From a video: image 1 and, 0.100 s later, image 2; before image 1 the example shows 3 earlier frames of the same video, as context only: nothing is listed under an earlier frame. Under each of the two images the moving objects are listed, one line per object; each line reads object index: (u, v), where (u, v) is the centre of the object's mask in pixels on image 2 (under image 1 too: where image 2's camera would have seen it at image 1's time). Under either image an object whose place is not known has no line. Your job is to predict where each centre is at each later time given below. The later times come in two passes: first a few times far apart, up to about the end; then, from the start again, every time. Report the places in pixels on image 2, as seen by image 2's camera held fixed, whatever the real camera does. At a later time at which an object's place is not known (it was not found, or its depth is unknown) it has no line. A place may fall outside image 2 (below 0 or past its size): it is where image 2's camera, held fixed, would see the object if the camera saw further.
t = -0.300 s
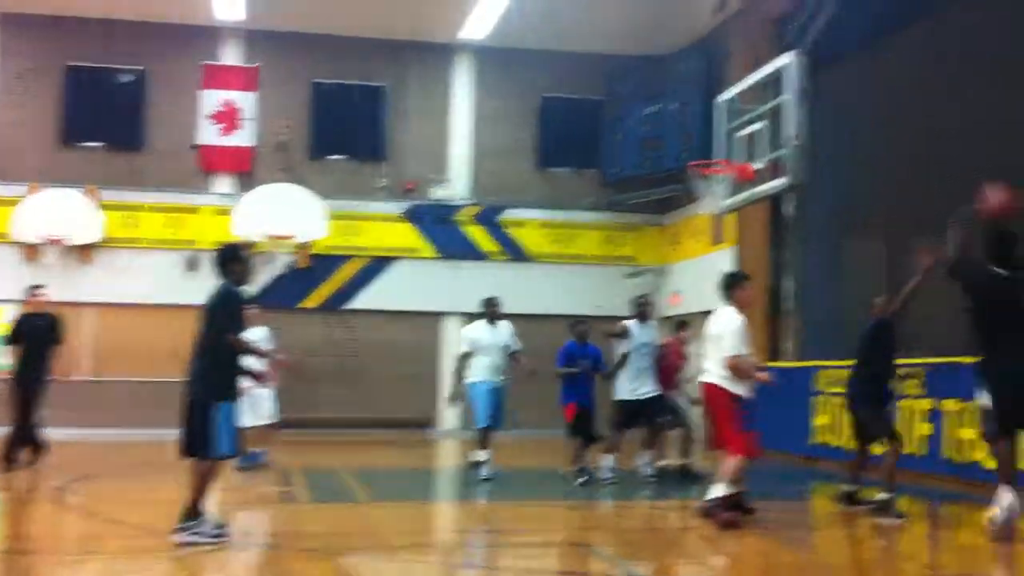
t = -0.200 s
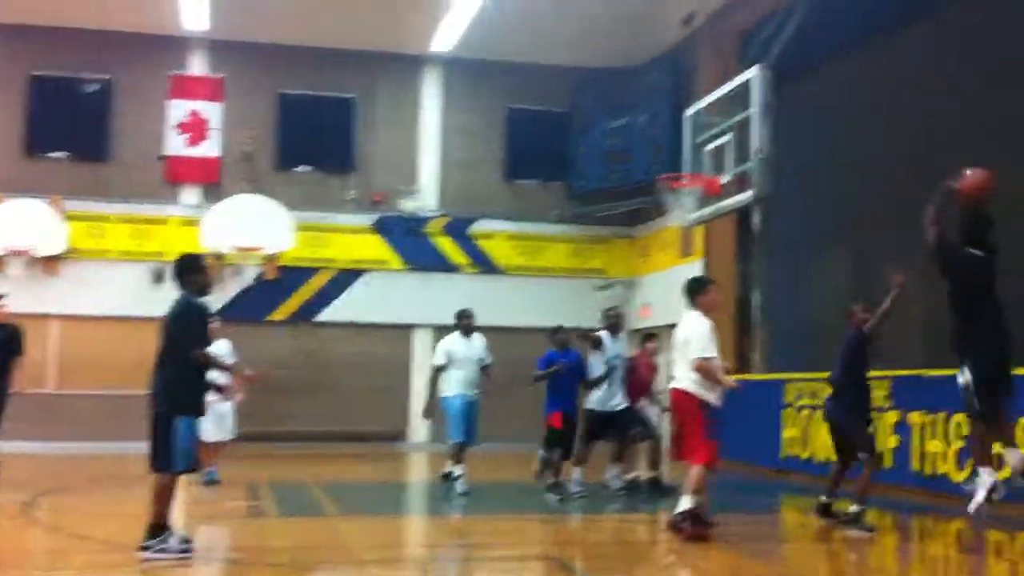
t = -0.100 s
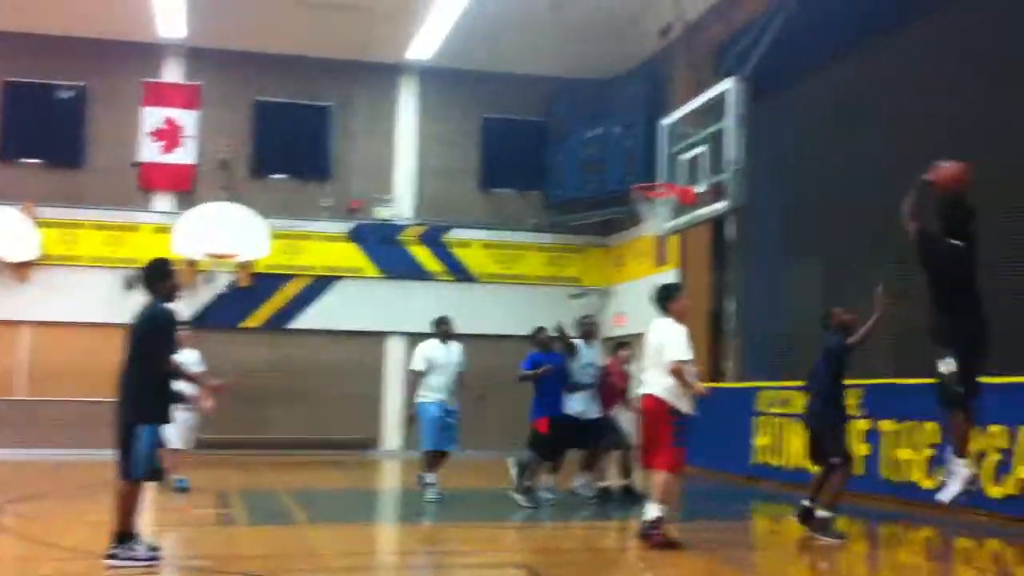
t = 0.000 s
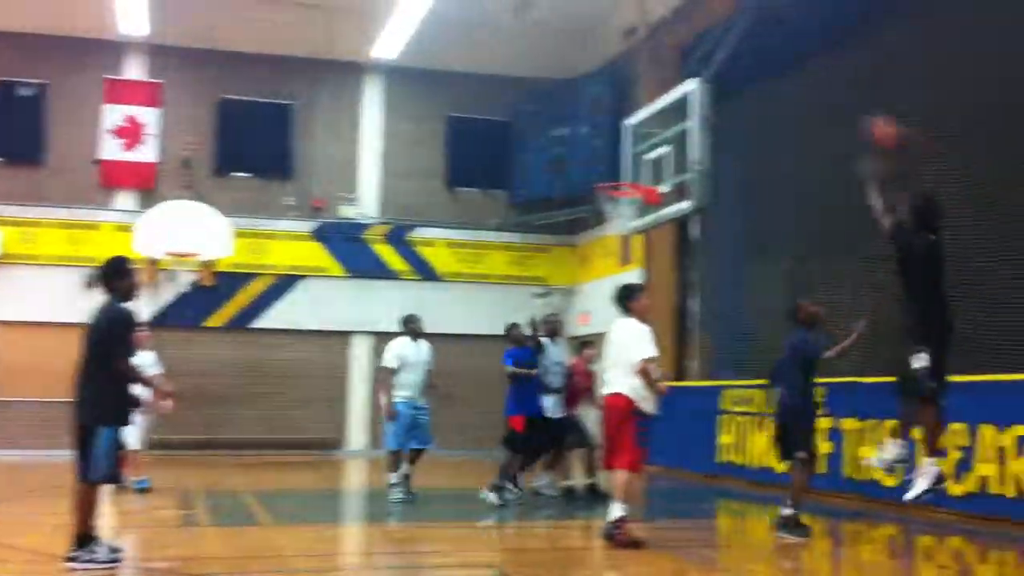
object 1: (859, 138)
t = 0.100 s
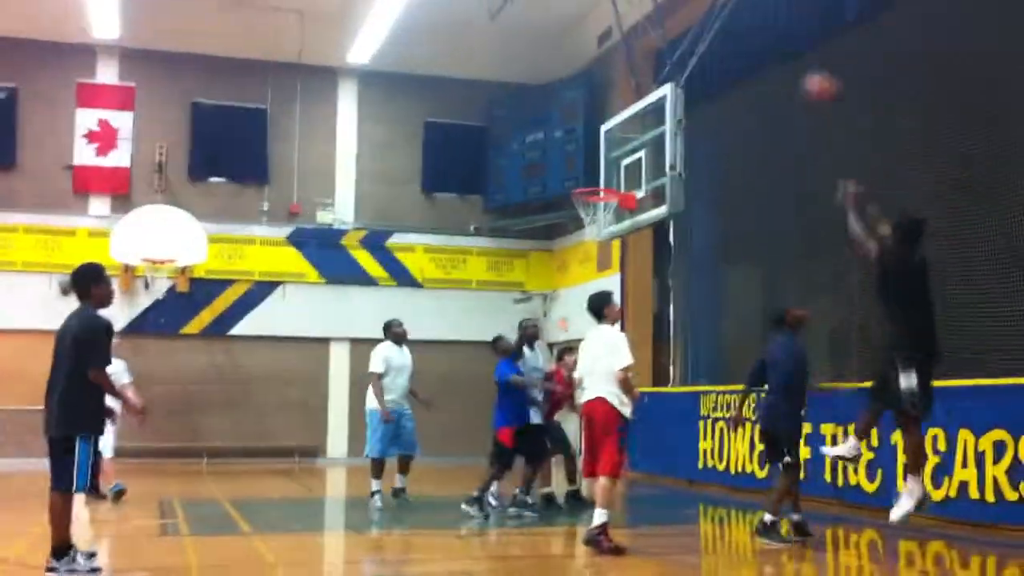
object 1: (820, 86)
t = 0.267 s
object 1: (761, 42)
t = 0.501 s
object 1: (700, 34)
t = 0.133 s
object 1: (806, 72)
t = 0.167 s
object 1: (793, 63)
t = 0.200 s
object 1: (781, 56)
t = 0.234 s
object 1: (774, 48)
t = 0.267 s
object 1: (761, 42)
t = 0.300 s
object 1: (749, 38)
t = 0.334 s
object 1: (741, 34)
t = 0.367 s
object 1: (734, 31)
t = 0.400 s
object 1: (724, 32)
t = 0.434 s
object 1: (717, 31)
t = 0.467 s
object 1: (708, 33)
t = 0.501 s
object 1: (700, 34)
